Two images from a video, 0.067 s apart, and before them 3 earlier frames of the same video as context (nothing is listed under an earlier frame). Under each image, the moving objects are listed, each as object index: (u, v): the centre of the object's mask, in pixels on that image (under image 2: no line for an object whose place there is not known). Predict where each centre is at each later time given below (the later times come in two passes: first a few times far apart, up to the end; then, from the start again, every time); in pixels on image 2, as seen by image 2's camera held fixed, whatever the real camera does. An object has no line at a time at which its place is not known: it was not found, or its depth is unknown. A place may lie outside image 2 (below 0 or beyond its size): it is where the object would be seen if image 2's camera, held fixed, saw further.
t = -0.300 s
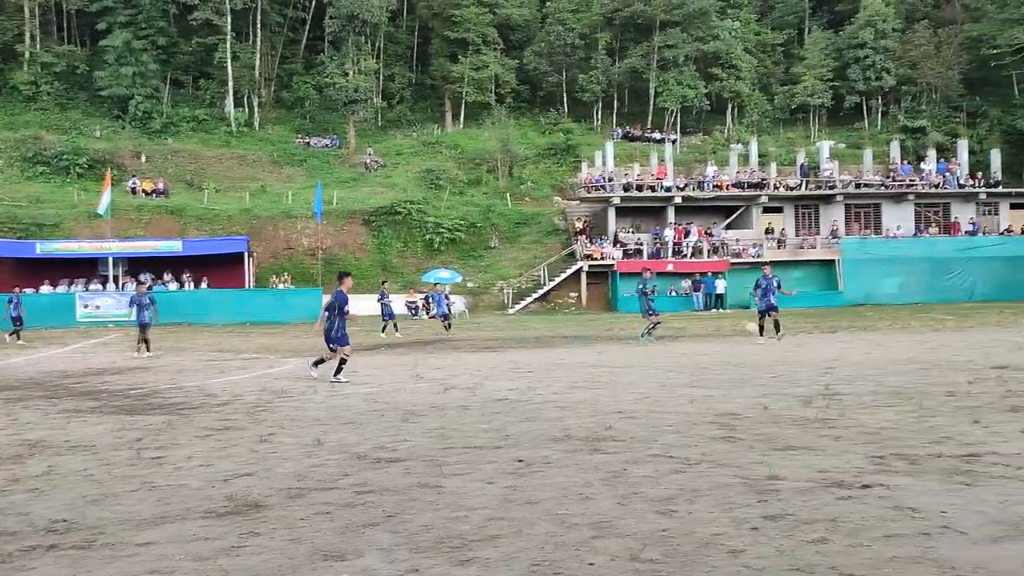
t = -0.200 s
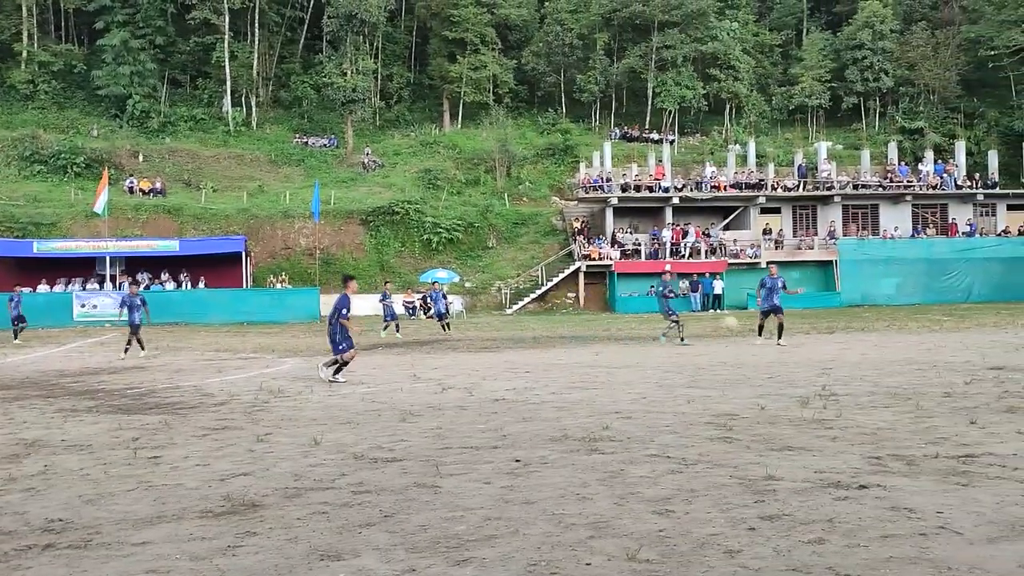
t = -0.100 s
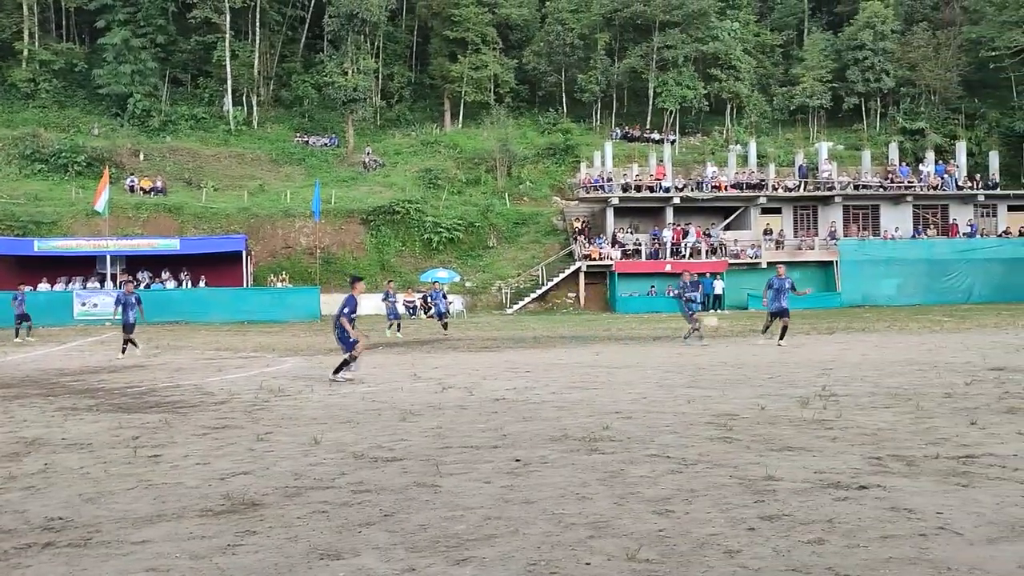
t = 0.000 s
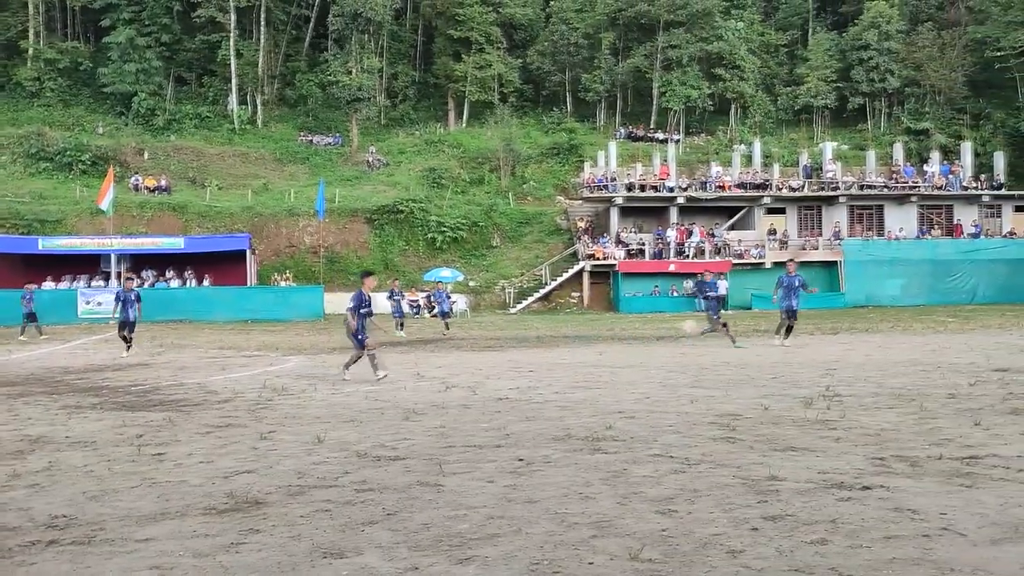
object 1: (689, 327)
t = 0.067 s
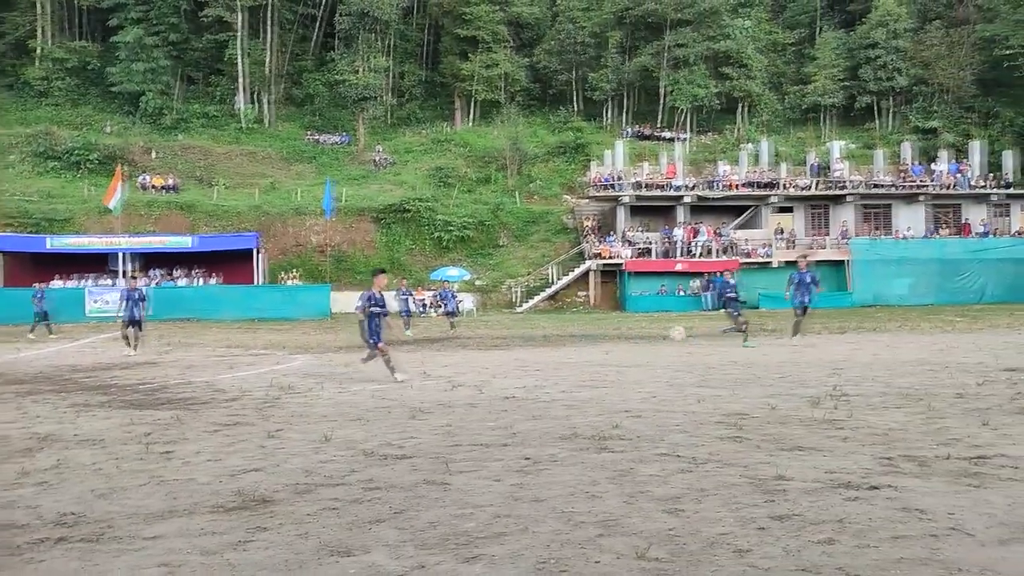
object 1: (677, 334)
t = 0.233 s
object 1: (616, 376)
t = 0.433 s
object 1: (540, 368)
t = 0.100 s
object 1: (667, 340)
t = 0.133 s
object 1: (655, 346)
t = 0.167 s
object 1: (644, 354)
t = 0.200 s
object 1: (633, 365)
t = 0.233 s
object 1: (616, 376)
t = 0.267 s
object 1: (603, 383)
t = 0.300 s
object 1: (592, 377)
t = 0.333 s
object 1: (581, 374)
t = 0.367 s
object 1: (568, 373)
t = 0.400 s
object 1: (555, 369)
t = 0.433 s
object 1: (540, 368)
